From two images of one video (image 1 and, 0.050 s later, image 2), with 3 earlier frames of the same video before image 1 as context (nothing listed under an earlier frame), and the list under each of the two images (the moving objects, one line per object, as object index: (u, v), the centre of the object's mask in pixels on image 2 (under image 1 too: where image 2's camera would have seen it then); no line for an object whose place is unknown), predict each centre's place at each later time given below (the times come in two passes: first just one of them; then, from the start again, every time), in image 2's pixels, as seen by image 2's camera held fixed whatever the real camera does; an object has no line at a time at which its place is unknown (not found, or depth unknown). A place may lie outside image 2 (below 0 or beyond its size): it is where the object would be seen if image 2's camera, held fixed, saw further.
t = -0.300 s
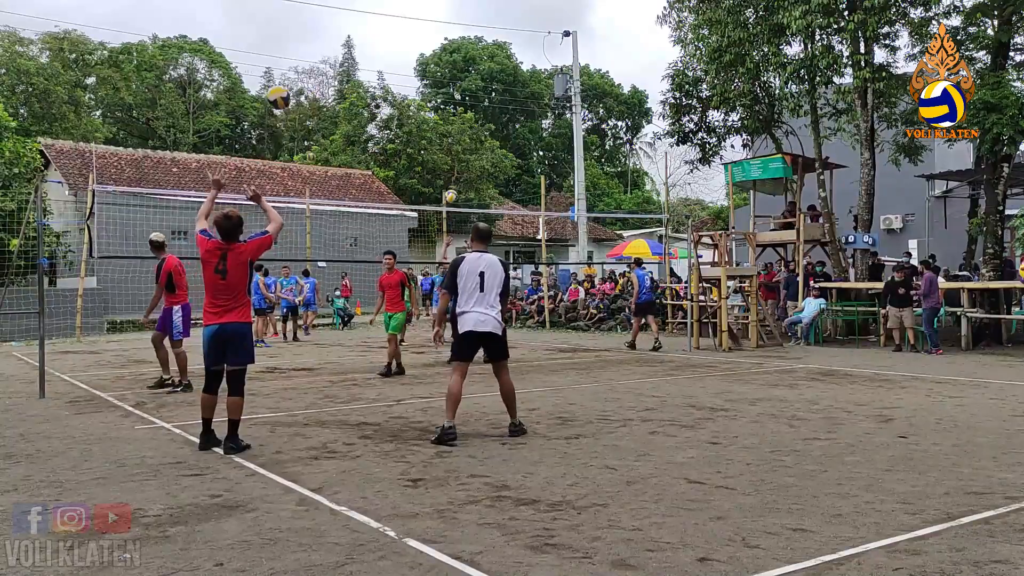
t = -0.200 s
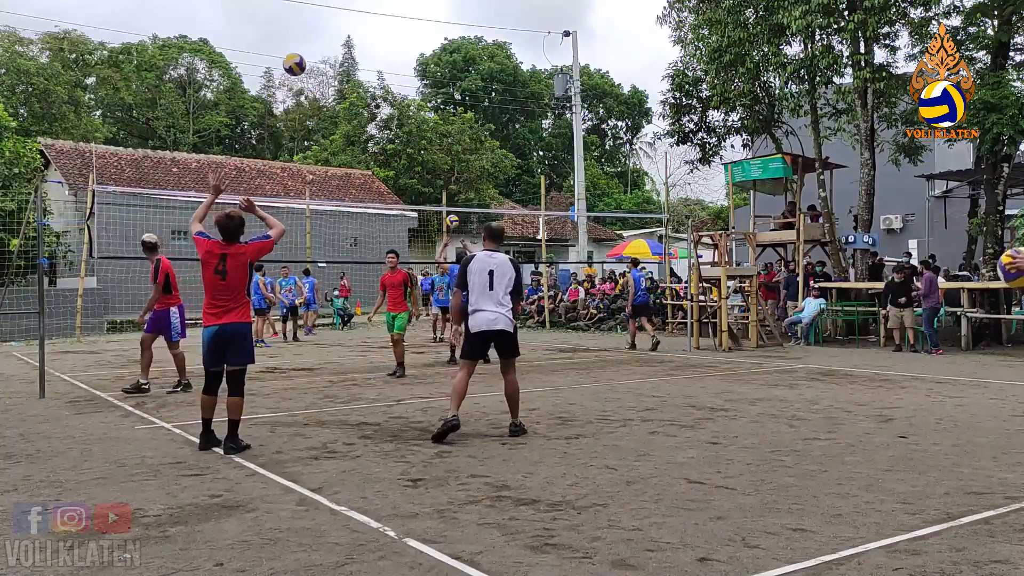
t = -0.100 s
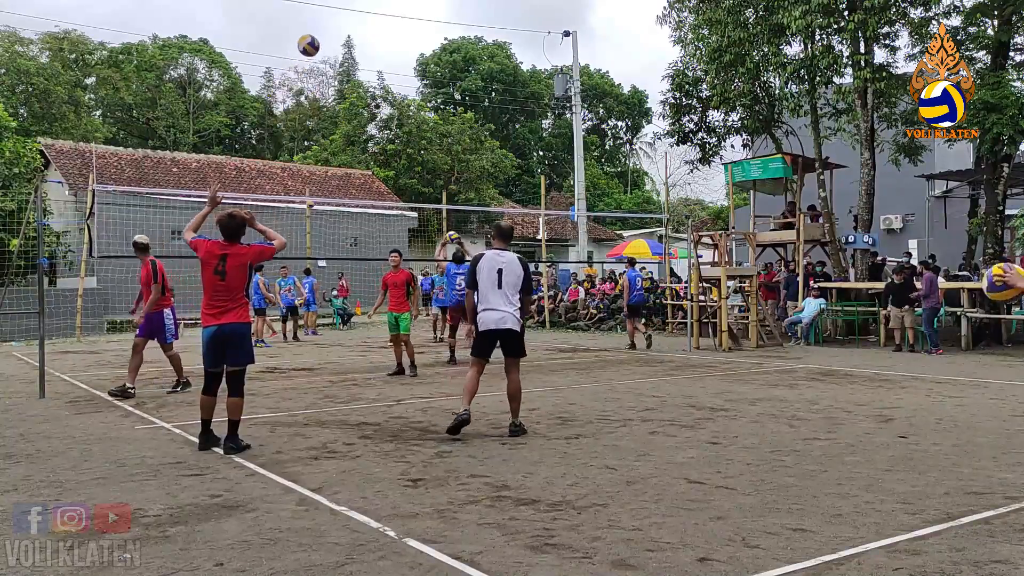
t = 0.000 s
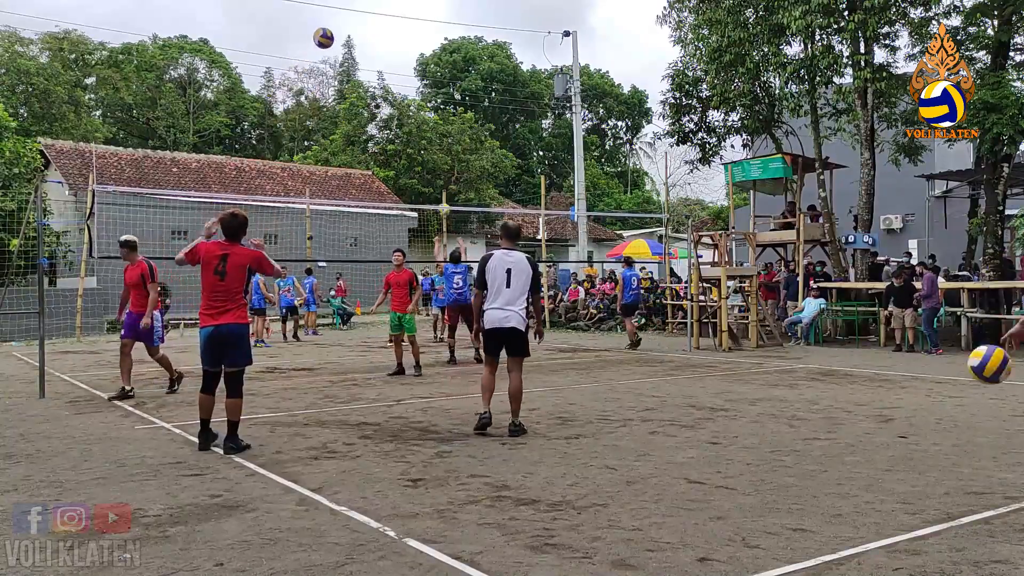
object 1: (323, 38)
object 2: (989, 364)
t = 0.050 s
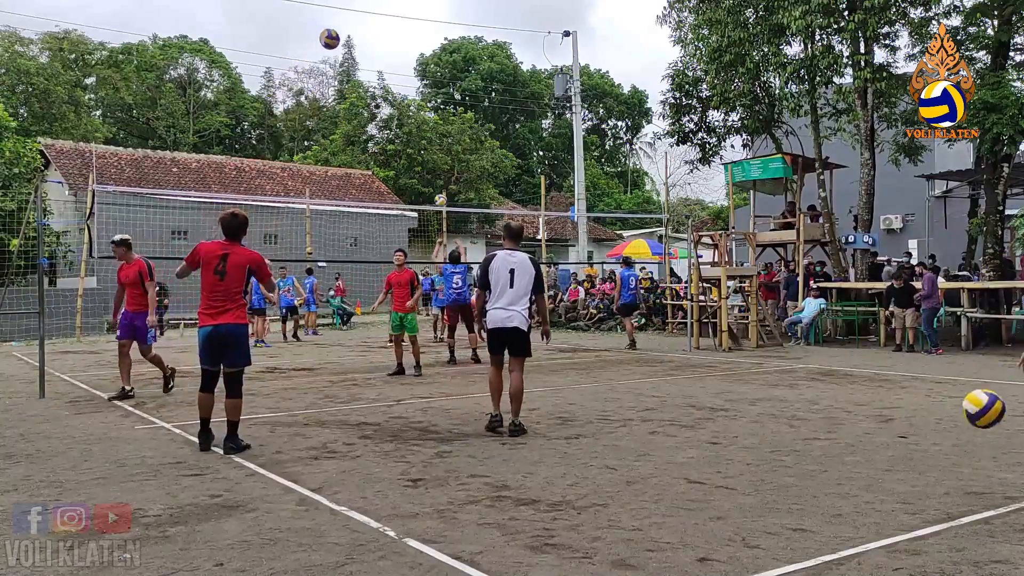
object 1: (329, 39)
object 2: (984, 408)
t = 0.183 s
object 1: (345, 53)
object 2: (974, 436)
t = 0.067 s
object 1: (331, 40)
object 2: (982, 424)
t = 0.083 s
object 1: (333, 41)
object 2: (980, 440)
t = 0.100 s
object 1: (335, 42)
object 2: (978, 456)
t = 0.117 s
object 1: (337, 44)
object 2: (976, 473)
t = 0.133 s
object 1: (339, 46)
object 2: (975, 476)
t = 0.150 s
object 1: (341, 48)
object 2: (975, 462)
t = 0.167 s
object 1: (342, 50)
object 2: (975, 448)
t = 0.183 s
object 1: (345, 53)
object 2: (974, 436)
